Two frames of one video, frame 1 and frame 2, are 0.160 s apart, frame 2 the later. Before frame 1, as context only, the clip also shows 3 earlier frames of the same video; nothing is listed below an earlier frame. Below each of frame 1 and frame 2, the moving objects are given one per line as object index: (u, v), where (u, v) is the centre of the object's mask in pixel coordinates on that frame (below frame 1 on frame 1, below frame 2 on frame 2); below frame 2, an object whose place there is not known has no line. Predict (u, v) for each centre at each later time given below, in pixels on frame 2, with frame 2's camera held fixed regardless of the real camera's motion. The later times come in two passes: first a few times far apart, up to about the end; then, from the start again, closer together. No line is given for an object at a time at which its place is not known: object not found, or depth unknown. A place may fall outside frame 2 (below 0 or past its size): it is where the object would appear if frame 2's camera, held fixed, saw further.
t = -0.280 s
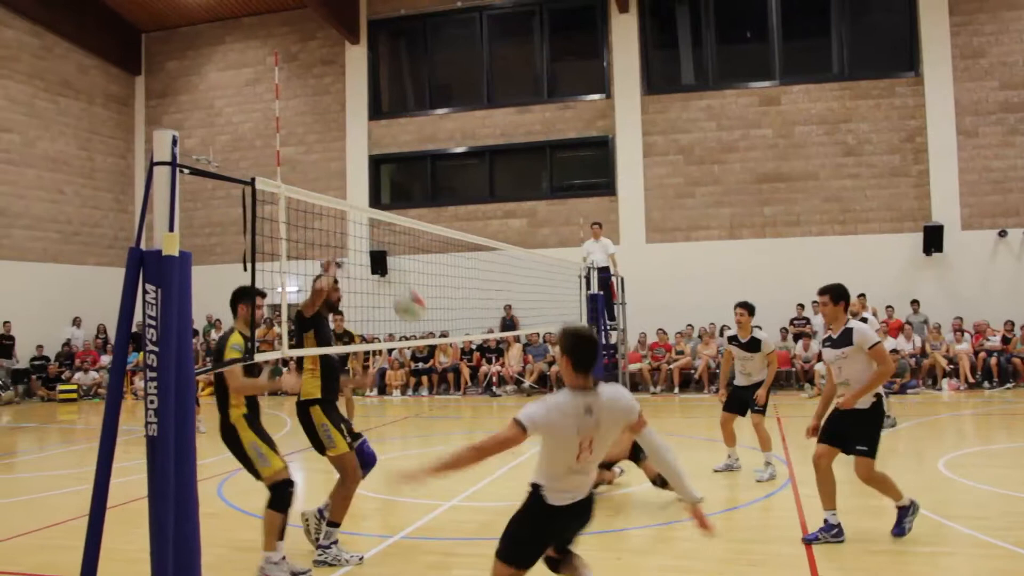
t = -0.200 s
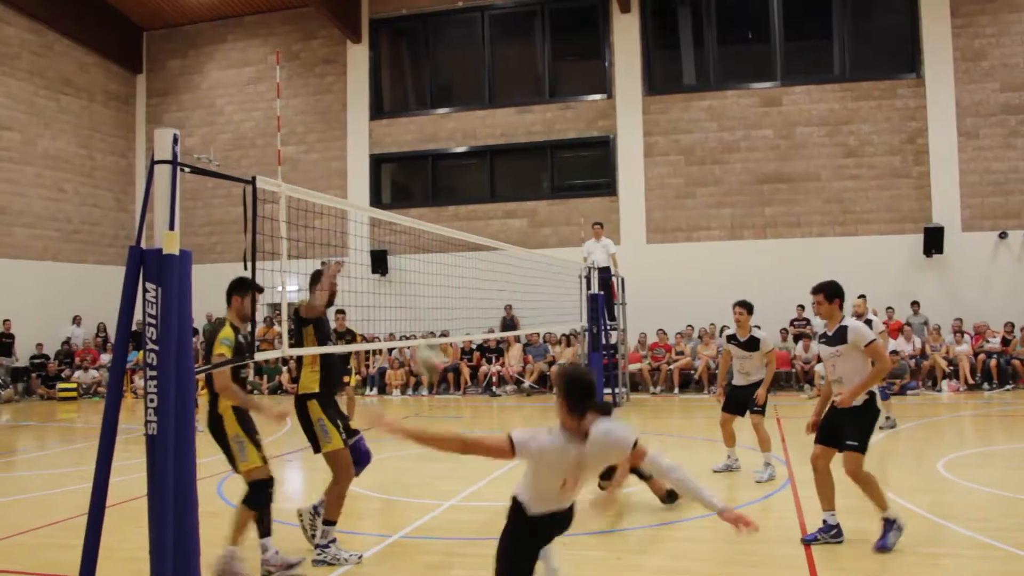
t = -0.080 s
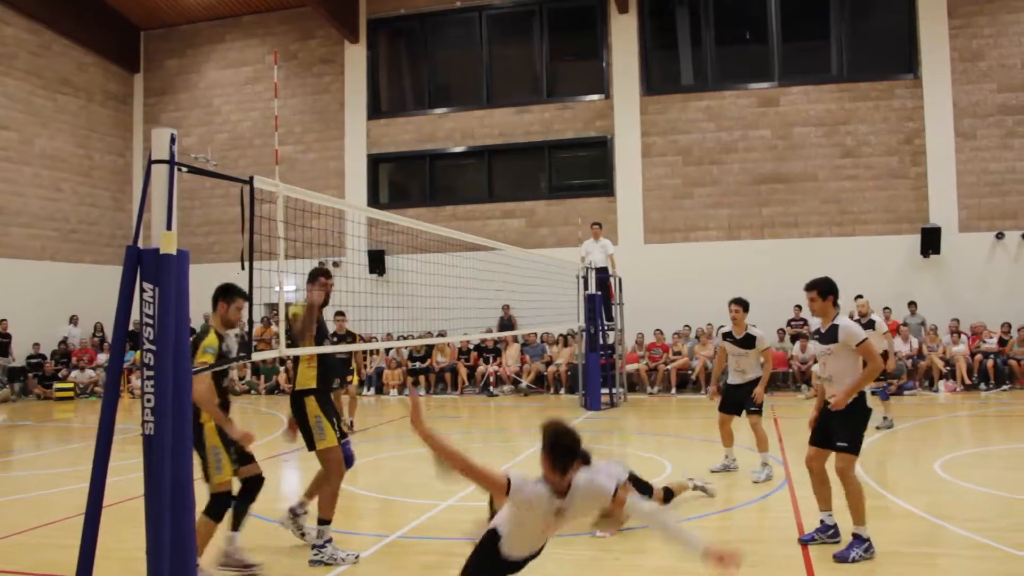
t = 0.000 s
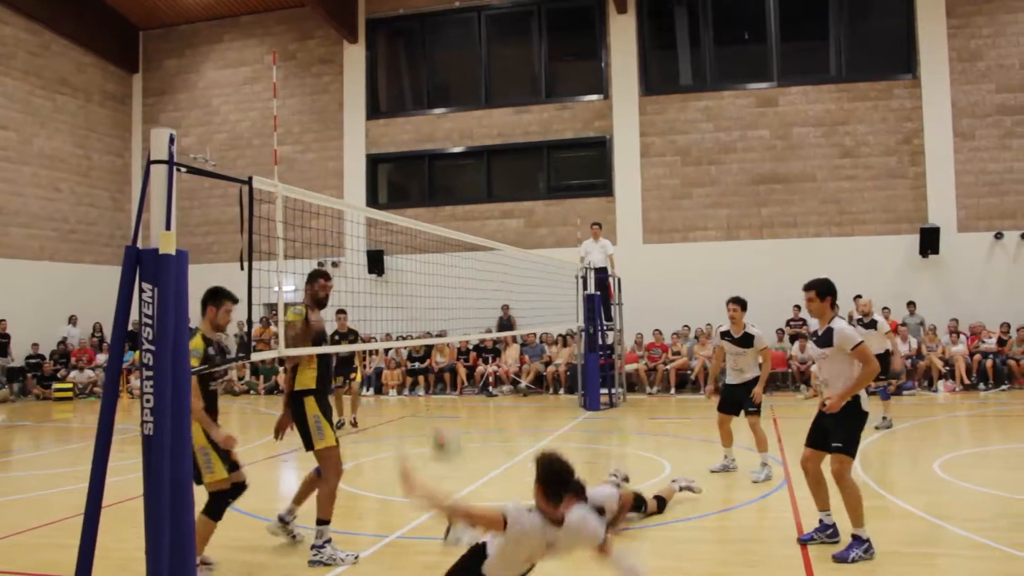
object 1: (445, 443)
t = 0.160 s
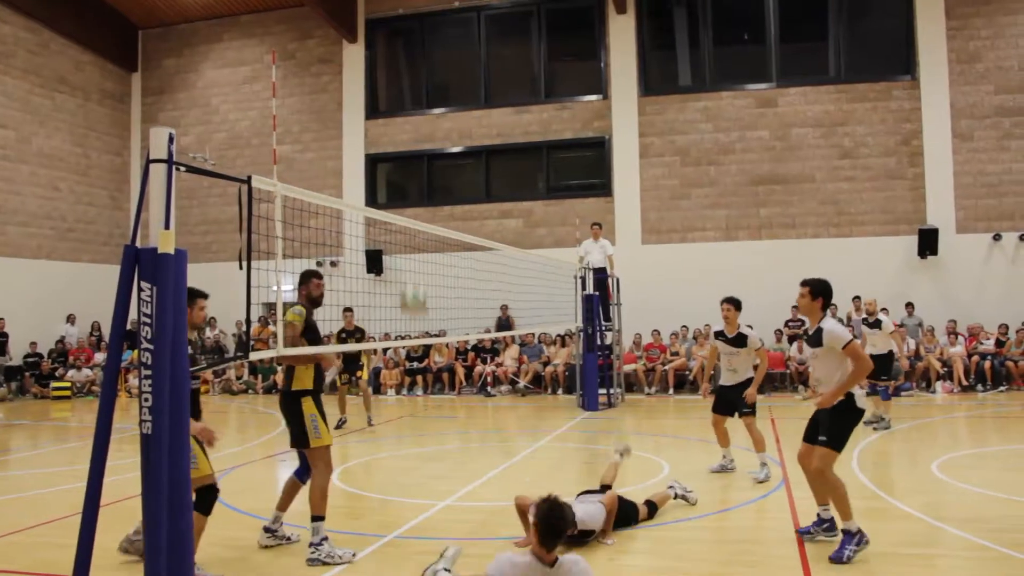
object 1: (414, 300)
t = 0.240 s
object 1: (404, 246)
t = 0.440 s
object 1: (377, 168)
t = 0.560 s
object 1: (365, 148)
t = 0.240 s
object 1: (404, 246)
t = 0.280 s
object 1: (398, 226)
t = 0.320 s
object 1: (390, 205)
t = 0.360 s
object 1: (385, 193)
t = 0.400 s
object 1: (381, 179)
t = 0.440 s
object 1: (377, 168)
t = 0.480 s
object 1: (373, 159)
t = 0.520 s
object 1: (369, 152)
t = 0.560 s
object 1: (365, 148)
